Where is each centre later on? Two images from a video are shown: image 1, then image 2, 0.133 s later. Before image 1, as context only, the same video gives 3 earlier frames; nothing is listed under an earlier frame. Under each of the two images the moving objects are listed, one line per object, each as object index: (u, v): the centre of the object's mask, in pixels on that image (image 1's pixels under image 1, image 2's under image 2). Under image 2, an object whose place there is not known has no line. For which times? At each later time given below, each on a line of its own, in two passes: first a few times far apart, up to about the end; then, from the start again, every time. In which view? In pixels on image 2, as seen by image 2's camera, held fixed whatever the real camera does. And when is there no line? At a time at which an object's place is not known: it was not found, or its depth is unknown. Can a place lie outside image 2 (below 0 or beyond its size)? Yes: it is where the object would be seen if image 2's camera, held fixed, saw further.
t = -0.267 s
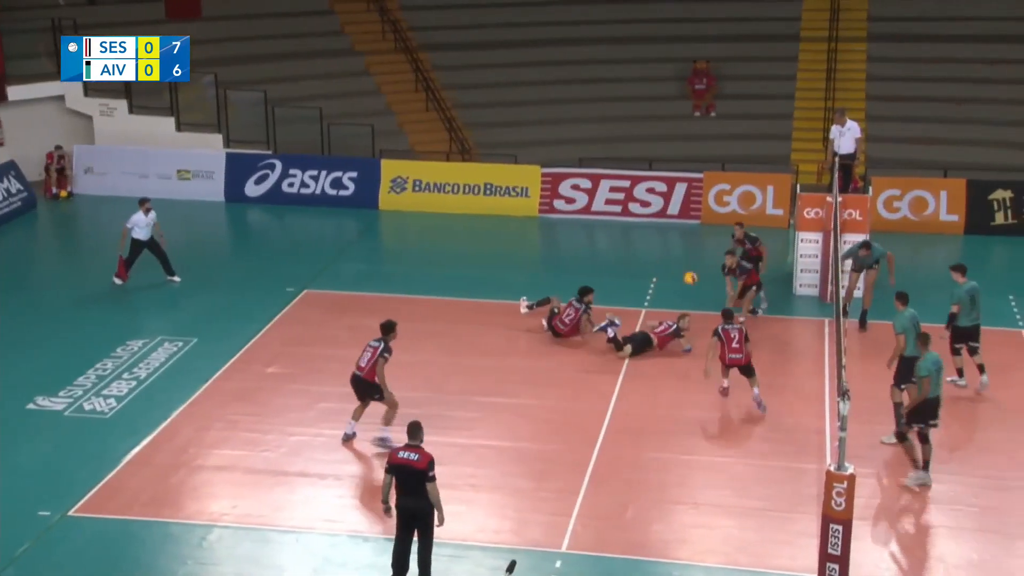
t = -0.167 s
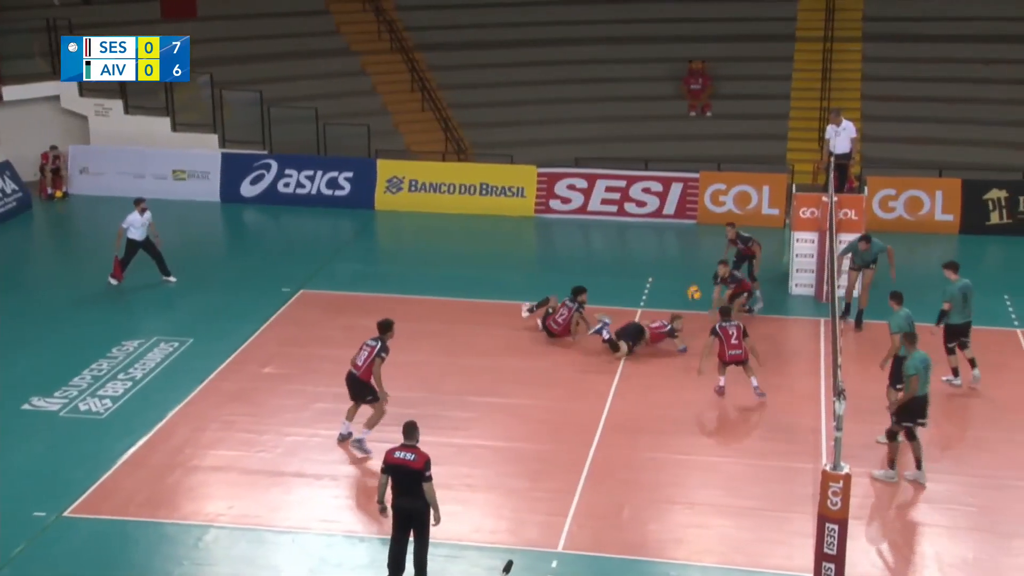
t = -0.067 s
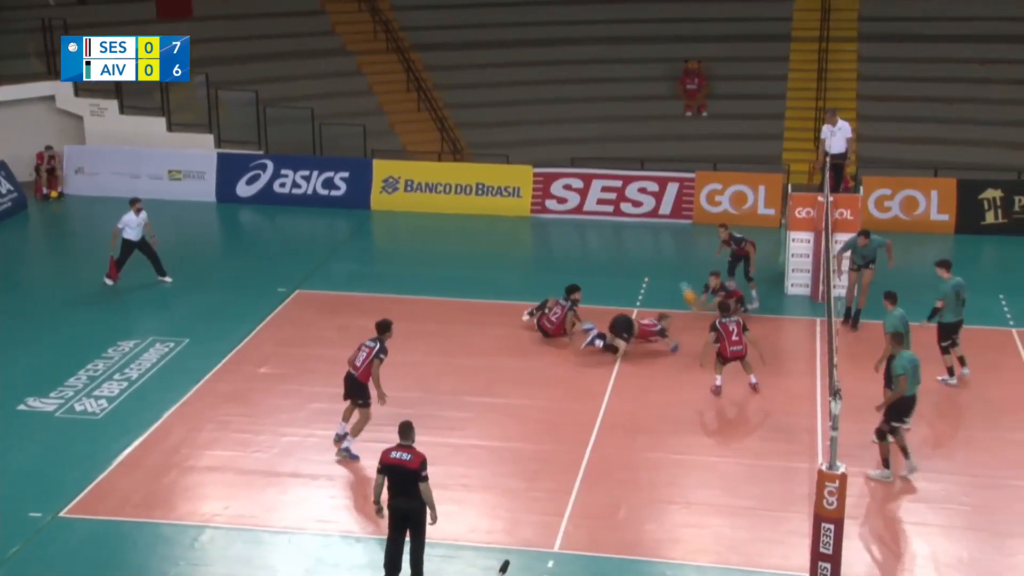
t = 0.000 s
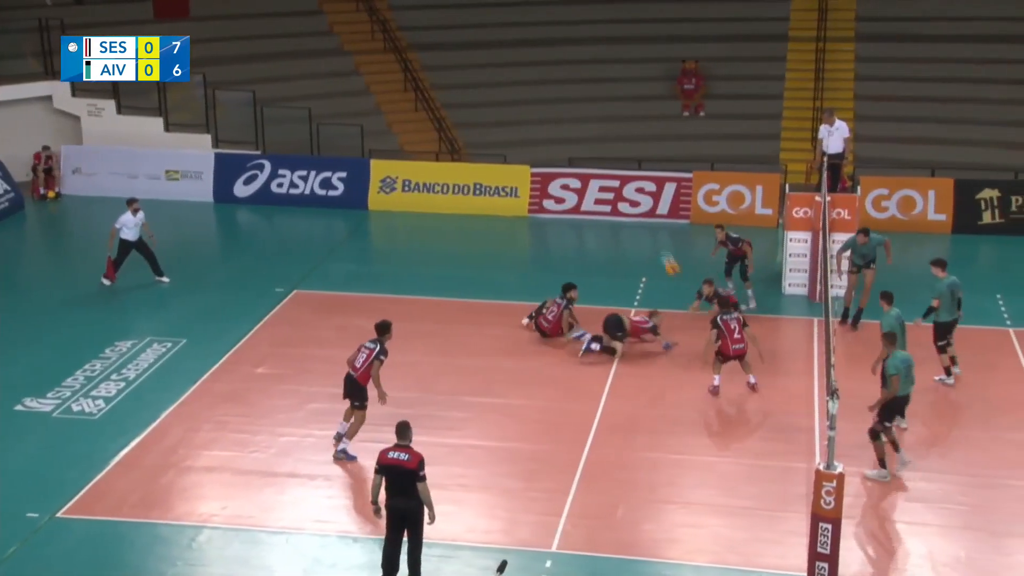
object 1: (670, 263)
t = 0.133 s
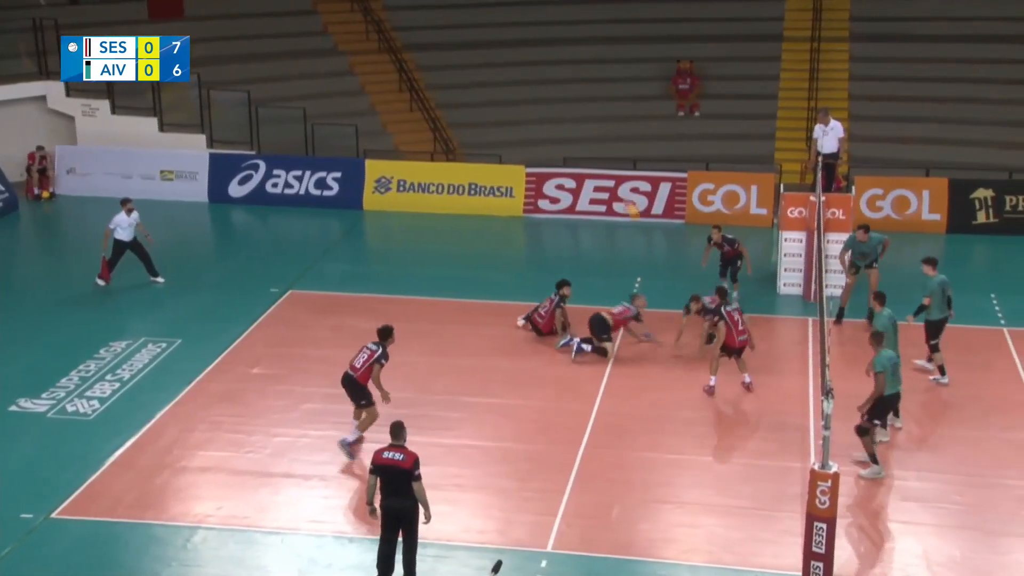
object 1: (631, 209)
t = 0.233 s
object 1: (606, 172)
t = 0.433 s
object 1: (553, 124)
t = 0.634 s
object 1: (497, 98)
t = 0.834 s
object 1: (441, 101)
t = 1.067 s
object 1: (375, 141)
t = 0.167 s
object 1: (624, 198)
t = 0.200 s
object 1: (615, 185)
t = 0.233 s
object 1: (606, 172)
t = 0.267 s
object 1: (597, 163)
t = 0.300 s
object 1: (589, 154)
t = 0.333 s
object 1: (580, 145)
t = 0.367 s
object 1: (571, 137)
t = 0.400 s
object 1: (562, 130)
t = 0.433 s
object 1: (553, 124)
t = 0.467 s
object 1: (544, 118)
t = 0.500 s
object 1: (535, 113)
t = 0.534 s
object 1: (525, 108)
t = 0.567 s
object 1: (516, 104)
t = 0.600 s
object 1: (507, 101)
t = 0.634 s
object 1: (497, 98)
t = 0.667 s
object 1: (488, 97)
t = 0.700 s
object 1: (478, 97)
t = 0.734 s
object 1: (469, 97)
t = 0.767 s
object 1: (460, 97)
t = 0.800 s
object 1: (450, 99)
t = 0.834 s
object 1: (441, 101)
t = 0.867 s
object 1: (431, 104)
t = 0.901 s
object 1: (422, 108)
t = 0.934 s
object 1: (413, 113)
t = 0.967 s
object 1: (403, 119)
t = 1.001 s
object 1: (394, 125)
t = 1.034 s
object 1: (385, 133)
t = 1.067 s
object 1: (375, 141)
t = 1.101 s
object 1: (366, 149)
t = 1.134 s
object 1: (357, 158)
